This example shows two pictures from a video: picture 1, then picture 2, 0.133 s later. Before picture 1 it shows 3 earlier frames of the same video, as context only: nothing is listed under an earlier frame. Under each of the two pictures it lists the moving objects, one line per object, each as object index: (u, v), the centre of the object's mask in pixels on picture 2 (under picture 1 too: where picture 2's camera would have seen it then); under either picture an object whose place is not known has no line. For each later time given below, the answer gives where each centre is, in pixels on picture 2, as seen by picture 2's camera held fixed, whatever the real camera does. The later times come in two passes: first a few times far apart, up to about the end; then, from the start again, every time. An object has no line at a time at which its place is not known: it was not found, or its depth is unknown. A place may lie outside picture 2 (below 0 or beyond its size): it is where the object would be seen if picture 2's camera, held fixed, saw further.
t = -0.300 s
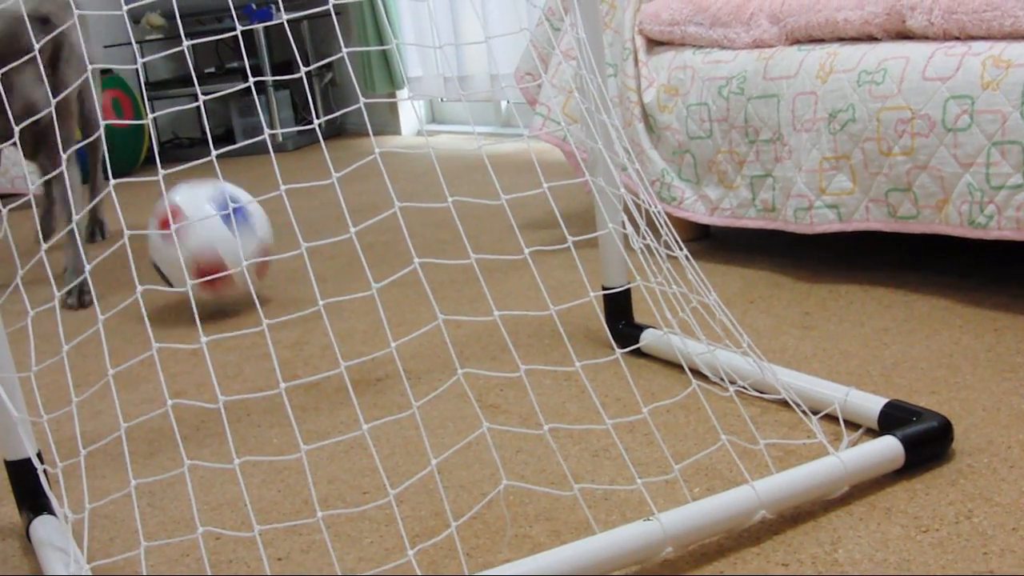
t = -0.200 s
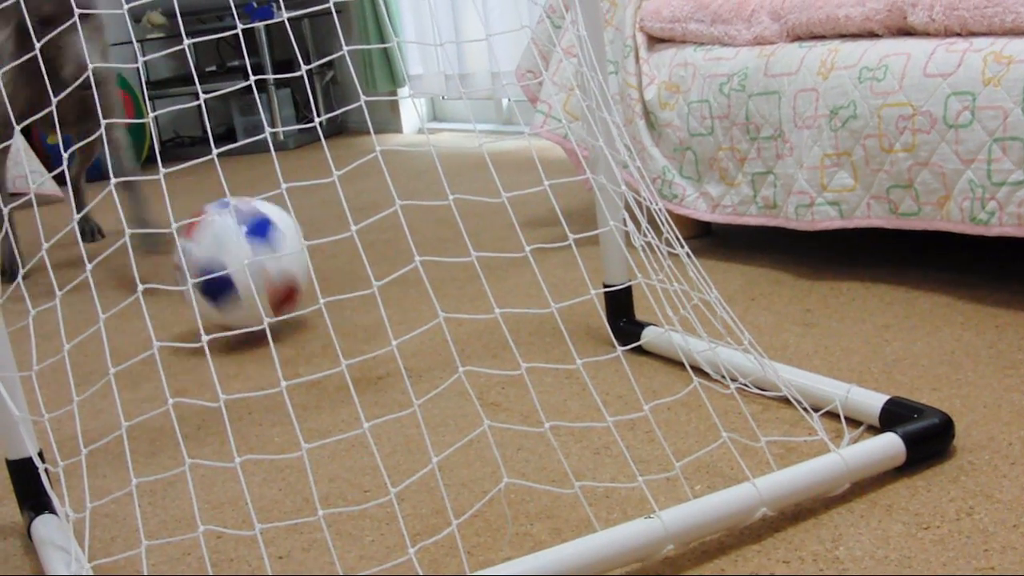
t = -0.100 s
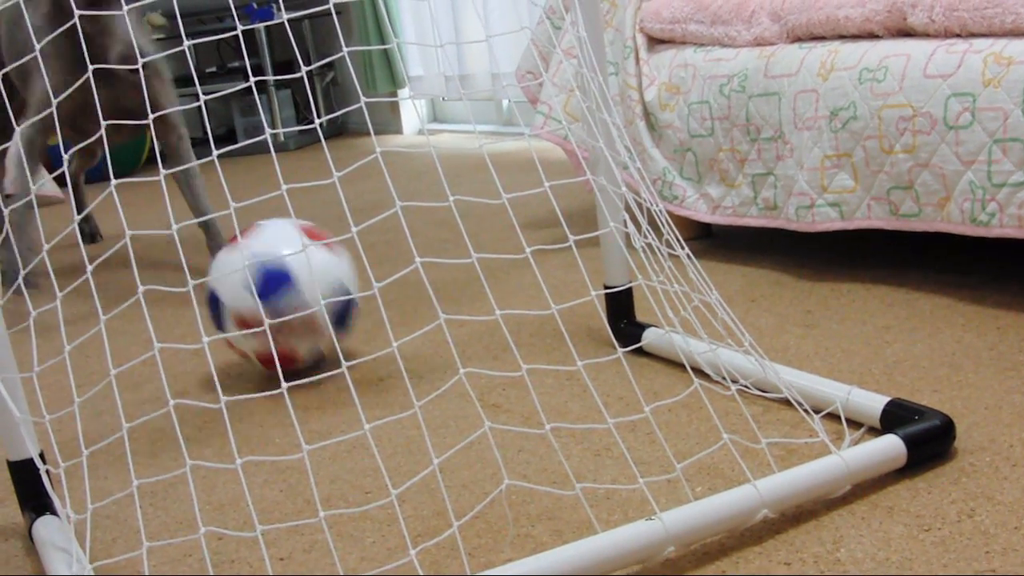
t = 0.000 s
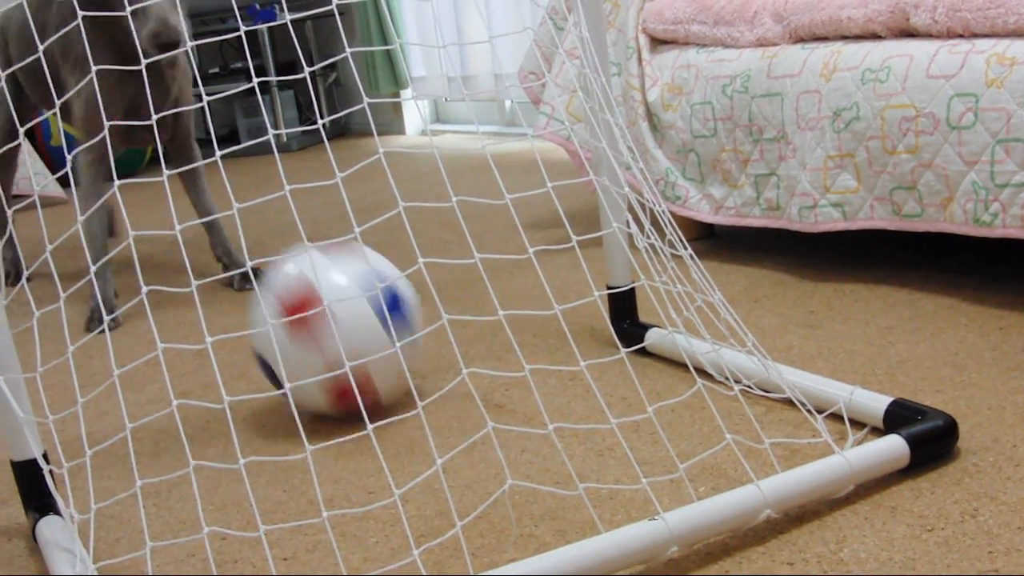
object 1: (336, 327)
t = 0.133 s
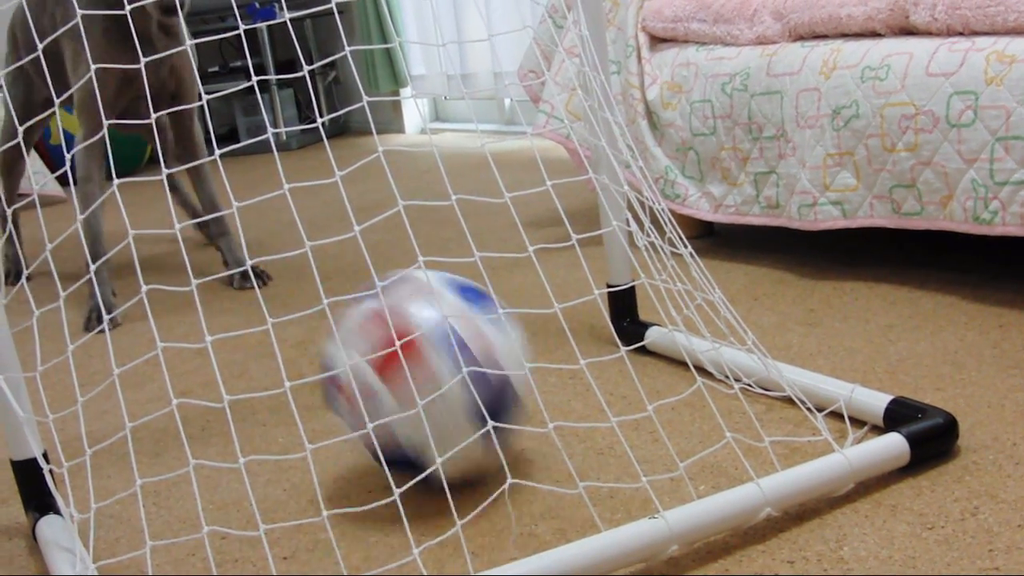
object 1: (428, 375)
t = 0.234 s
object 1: (530, 429)
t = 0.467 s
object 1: (479, 410)
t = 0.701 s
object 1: (451, 436)
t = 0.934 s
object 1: (429, 431)
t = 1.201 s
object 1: (413, 458)
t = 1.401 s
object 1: (409, 463)
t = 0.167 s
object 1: (458, 394)
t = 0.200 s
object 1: (493, 414)
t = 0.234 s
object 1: (530, 429)
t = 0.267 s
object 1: (548, 422)
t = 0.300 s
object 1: (541, 390)
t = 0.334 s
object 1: (529, 371)
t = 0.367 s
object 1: (515, 364)
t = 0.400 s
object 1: (501, 366)
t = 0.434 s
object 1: (489, 380)
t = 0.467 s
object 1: (479, 410)
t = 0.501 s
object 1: (473, 435)
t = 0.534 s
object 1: (464, 406)
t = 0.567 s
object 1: (459, 392)
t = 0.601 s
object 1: (455, 389)
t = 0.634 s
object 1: (453, 396)
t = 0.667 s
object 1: (451, 414)
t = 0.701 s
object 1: (451, 436)
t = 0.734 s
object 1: (445, 420)
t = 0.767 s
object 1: (441, 413)
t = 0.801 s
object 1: (438, 416)
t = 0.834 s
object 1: (438, 430)
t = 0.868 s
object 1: (436, 436)
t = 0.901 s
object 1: (432, 428)
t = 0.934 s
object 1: (429, 431)
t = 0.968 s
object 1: (429, 445)
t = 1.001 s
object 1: (425, 443)
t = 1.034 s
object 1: (422, 442)
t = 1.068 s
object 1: (421, 453)
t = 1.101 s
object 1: (418, 451)
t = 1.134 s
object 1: (416, 454)
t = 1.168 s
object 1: (415, 457)
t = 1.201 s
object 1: (413, 458)
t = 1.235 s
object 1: (411, 459)
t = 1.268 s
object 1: (411, 461)
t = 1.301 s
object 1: (409, 461)
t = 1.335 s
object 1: (409, 462)
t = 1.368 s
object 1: (409, 463)
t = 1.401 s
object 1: (409, 463)
